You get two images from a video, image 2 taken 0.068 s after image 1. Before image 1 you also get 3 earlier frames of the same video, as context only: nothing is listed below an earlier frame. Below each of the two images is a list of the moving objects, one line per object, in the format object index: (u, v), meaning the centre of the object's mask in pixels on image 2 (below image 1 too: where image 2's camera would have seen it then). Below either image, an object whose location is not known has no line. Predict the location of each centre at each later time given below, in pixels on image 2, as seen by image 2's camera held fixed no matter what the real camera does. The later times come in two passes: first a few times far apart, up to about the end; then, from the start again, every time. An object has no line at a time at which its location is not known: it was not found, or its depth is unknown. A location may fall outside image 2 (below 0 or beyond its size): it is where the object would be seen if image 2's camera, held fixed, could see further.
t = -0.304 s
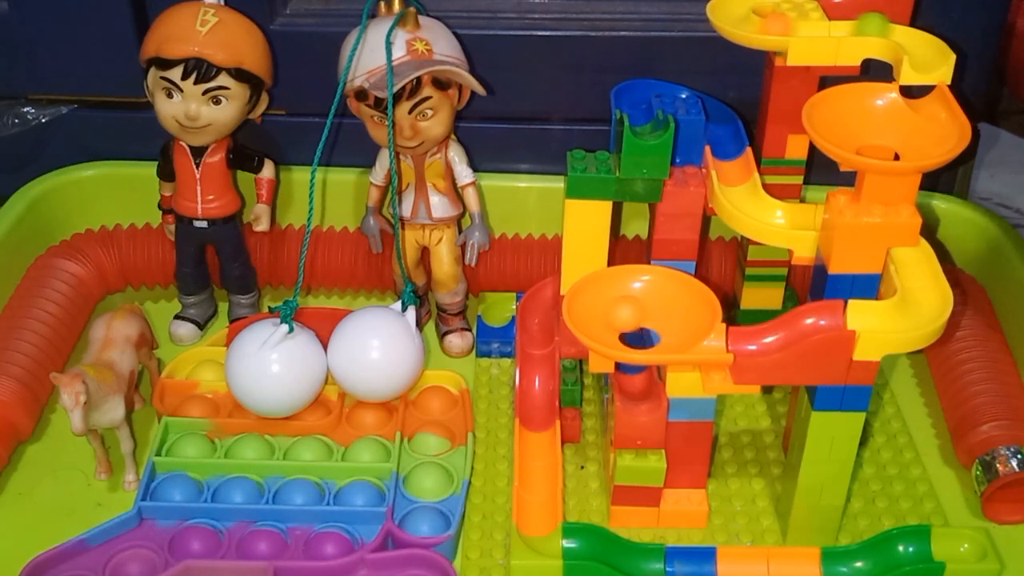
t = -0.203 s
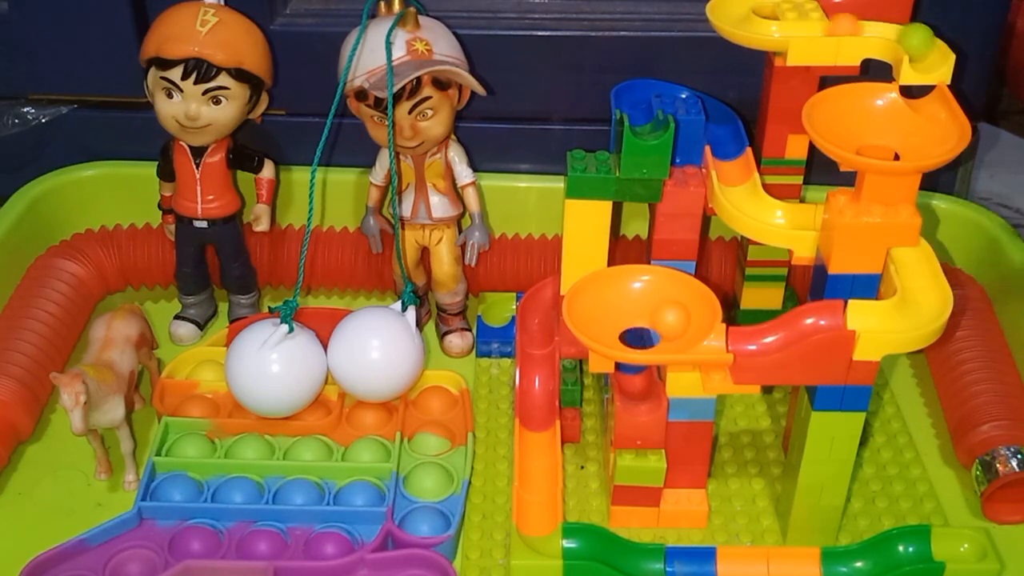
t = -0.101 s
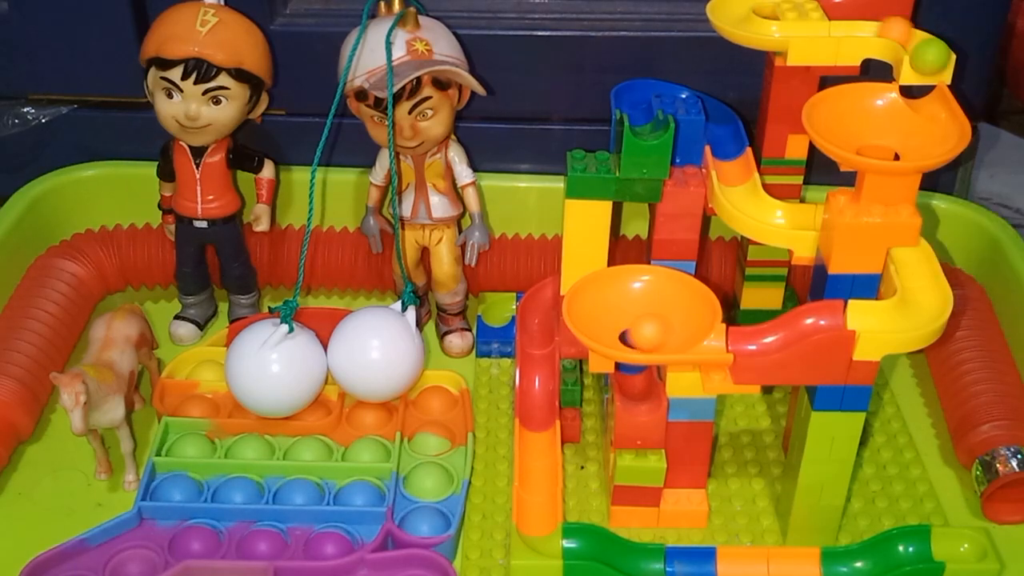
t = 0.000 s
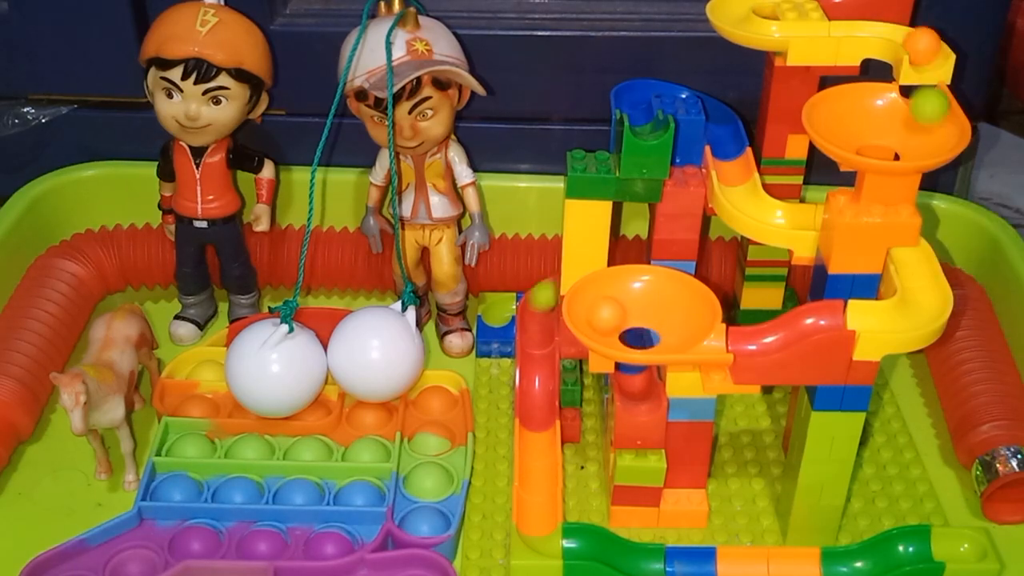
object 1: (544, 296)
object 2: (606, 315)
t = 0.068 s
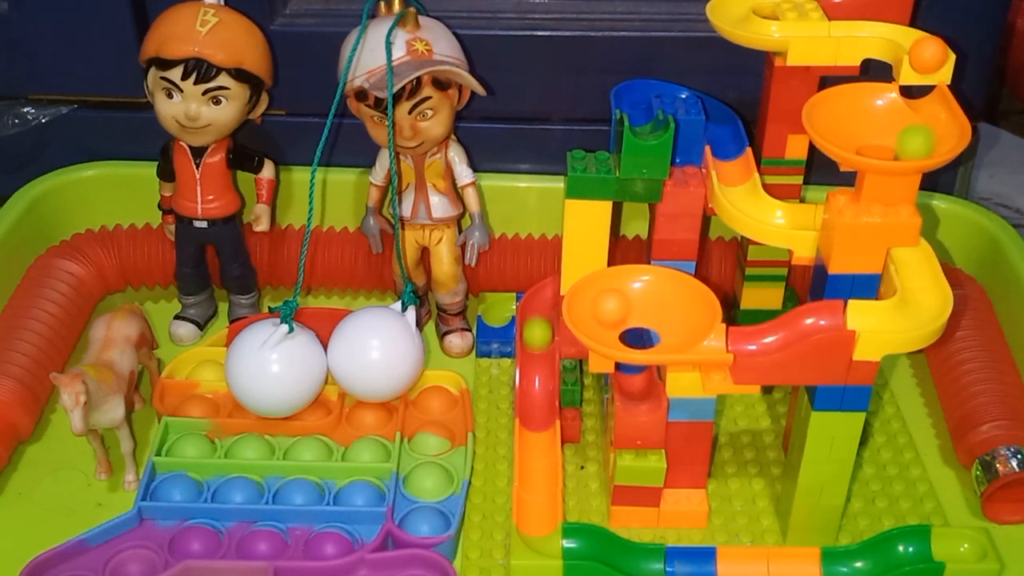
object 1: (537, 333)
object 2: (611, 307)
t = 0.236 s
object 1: (537, 488)
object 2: (622, 330)
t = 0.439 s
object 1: (637, 559)
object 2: (646, 329)
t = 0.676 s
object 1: (869, 560)
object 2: (629, 322)
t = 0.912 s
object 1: (733, 564)
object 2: (639, 335)
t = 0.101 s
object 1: (538, 356)
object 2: (622, 309)
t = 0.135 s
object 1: (537, 393)
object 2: (637, 316)
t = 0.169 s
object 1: (537, 425)
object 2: (645, 329)
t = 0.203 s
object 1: (537, 456)
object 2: (634, 332)
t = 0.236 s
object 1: (537, 488)
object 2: (622, 330)
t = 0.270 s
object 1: (537, 519)
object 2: (614, 327)
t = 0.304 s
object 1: (544, 537)
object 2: (612, 324)
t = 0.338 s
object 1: (567, 541)
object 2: (616, 320)
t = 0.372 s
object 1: (586, 541)
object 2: (625, 319)
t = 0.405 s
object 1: (609, 548)
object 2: (642, 322)
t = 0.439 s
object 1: (637, 559)
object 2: (646, 329)
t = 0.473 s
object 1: (679, 562)
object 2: (637, 330)
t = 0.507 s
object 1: (715, 563)
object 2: (628, 326)
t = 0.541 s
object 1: (755, 564)
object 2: (627, 320)
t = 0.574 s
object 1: (791, 564)
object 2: (639, 320)
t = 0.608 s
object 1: (825, 563)
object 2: (646, 329)
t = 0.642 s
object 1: (851, 563)
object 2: (635, 330)
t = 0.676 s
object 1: (869, 560)
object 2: (629, 322)
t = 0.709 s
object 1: (874, 558)
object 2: (637, 320)
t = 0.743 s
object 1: (864, 561)
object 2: (643, 332)
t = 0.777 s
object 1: (841, 563)
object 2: (633, 328)
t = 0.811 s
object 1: (816, 564)
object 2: (640, 325)
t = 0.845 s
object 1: (787, 564)
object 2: (639, 334)
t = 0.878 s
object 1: (761, 563)
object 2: (642, 331)
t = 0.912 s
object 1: (733, 564)
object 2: (639, 335)
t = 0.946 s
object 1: (704, 563)
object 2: (639, 337)
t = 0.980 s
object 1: (678, 563)
